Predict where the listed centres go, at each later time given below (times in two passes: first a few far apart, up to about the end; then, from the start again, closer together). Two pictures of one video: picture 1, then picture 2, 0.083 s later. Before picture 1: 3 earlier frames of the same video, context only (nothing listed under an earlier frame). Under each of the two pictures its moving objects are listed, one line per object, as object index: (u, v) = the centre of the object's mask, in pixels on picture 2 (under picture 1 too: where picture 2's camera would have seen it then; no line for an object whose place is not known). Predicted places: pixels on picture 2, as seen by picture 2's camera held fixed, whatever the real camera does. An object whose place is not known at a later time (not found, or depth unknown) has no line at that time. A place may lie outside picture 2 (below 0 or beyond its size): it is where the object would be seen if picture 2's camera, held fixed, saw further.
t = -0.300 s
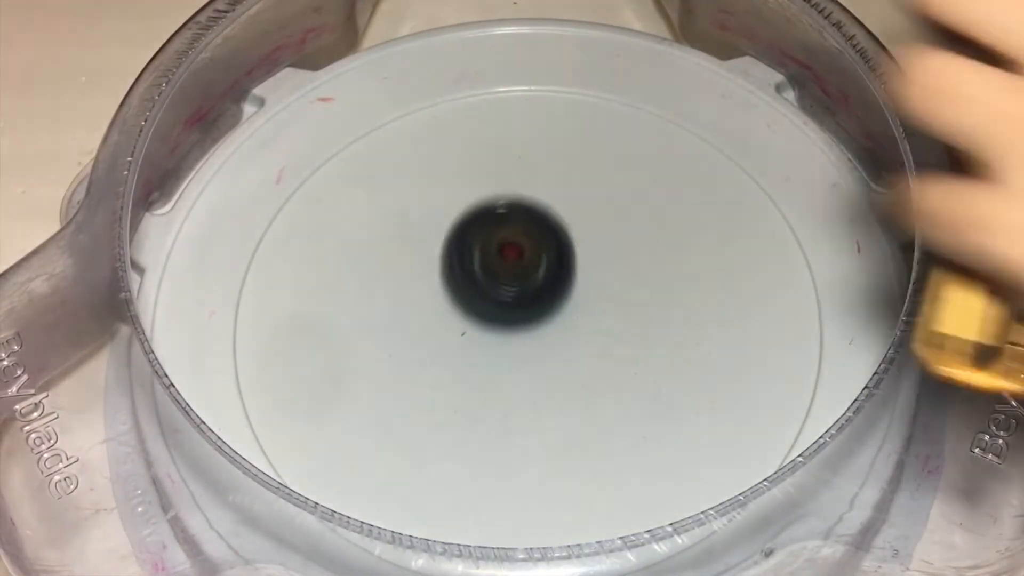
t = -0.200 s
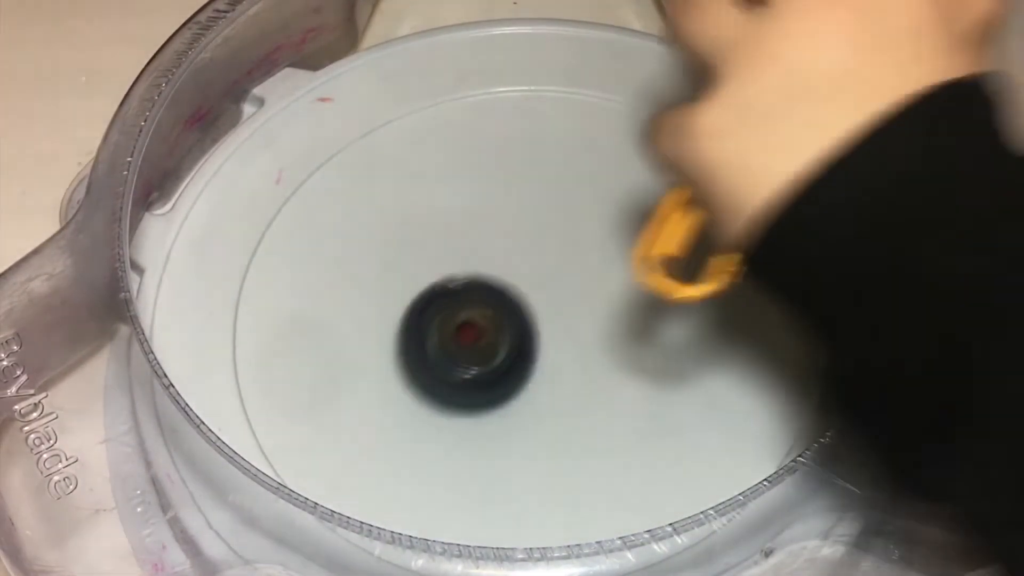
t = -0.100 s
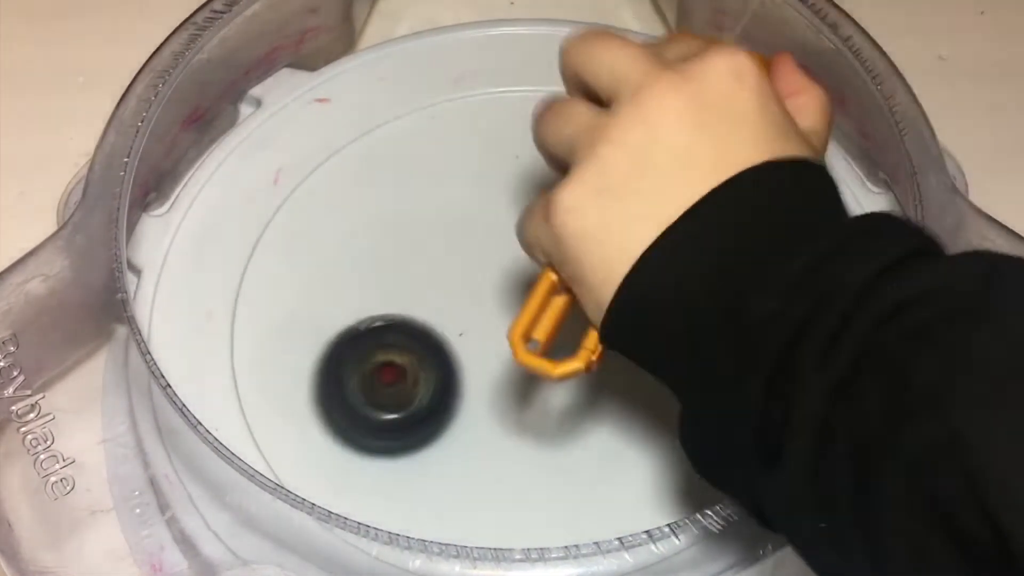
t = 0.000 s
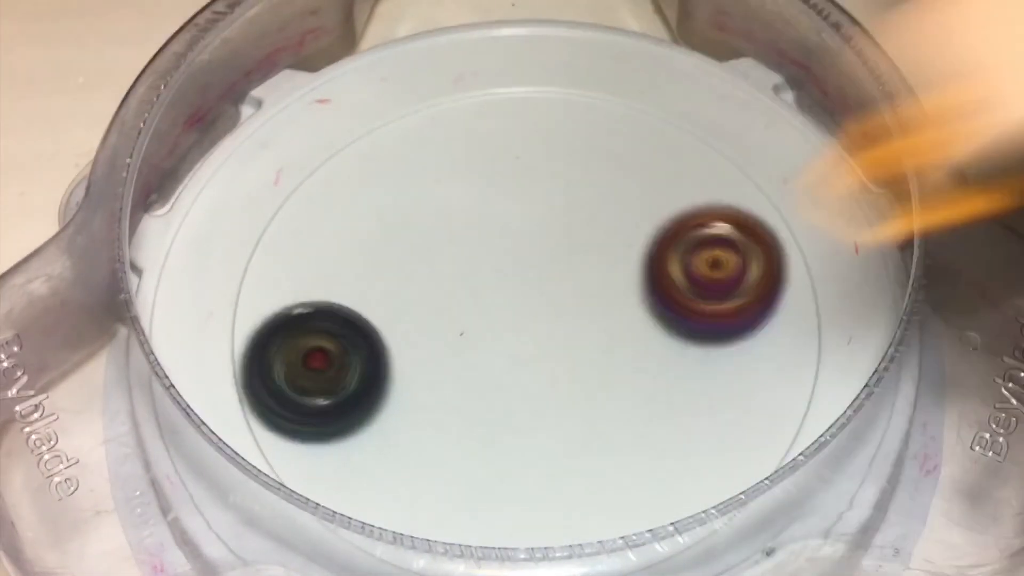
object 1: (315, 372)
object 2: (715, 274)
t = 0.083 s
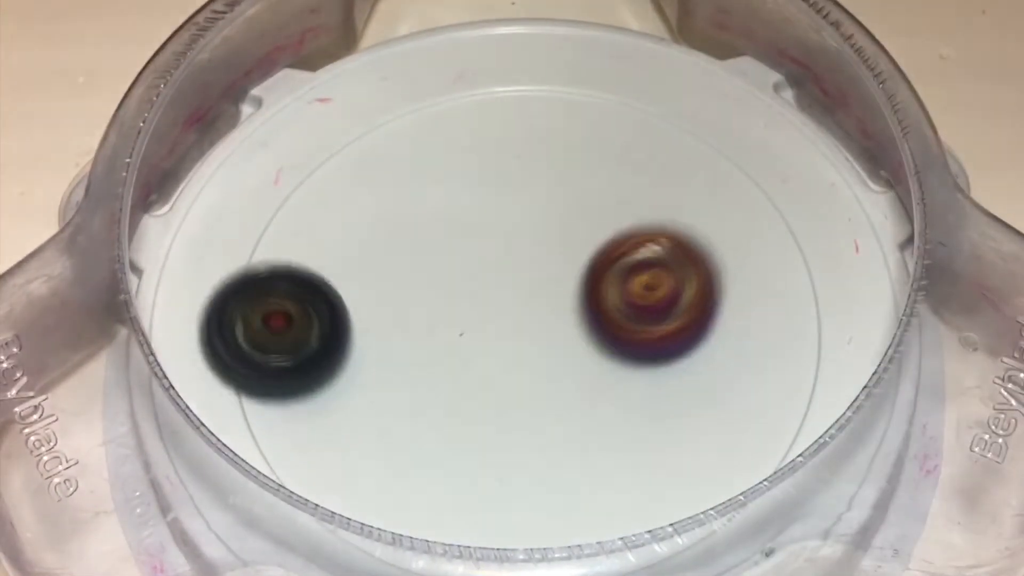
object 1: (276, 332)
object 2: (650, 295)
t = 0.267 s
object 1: (328, 229)
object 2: (500, 342)
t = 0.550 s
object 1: (567, 312)
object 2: (533, 432)
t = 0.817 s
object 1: (616, 417)
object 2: (778, 441)
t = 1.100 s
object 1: (452, 464)
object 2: (564, 180)
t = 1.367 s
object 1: (478, 321)
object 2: (197, 350)
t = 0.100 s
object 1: (272, 322)
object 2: (637, 303)
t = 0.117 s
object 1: (270, 311)
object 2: (624, 306)
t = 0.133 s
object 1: (270, 300)
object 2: (610, 310)
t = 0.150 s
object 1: (272, 290)
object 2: (595, 317)
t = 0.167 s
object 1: (275, 279)
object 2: (580, 321)
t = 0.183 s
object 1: (280, 268)
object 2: (564, 326)
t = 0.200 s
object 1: (286, 258)
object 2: (550, 329)
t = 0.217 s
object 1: (294, 249)
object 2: (536, 333)
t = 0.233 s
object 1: (304, 241)
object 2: (523, 336)
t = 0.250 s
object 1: (315, 235)
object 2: (511, 340)
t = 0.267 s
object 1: (328, 229)
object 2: (500, 342)
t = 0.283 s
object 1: (342, 225)
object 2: (492, 344)
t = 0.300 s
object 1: (357, 222)
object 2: (483, 349)
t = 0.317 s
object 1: (372, 220)
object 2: (477, 352)
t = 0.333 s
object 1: (387, 220)
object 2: (471, 356)
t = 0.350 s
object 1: (403, 221)
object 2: (468, 359)
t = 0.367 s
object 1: (419, 224)
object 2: (466, 363)
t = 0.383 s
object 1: (434, 228)
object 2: (465, 370)
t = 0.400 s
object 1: (450, 234)
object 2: (465, 375)
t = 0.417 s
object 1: (465, 240)
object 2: (467, 381)
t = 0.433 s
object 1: (480, 248)
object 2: (471, 385)
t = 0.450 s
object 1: (494, 257)
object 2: (476, 392)
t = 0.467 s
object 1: (507, 266)
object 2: (482, 398)
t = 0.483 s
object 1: (520, 276)
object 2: (490, 405)
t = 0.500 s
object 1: (533, 286)
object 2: (500, 411)
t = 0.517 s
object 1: (545, 295)
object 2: (511, 416)
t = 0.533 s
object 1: (555, 305)
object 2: (522, 425)
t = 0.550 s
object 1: (567, 312)
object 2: (533, 432)
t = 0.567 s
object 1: (577, 318)
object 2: (543, 442)
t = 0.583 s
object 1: (586, 325)
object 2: (556, 452)
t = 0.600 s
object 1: (594, 332)
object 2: (571, 459)
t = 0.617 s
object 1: (602, 339)
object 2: (587, 465)
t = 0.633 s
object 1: (608, 347)
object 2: (605, 469)
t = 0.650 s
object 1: (613, 353)
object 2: (622, 475)
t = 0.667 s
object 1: (617, 357)
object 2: (639, 477)
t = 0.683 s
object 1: (620, 363)
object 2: (660, 493)
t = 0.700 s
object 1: (622, 368)
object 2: (680, 495)
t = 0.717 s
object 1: (625, 374)
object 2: (699, 498)
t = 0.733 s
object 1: (626, 380)
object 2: (716, 490)
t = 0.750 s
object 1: (626, 386)
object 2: (731, 484)
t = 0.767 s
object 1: (624, 393)
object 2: (745, 475)
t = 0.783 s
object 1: (623, 401)
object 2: (757, 466)
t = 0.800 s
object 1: (620, 409)
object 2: (768, 455)
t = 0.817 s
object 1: (616, 417)
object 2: (778, 441)
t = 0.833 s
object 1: (612, 424)
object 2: (786, 427)
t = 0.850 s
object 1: (606, 432)
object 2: (791, 412)
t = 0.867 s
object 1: (600, 439)
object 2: (794, 395)
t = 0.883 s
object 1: (594, 446)
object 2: (795, 378)
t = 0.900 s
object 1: (587, 451)
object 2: (791, 359)
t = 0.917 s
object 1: (579, 458)
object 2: (784, 341)
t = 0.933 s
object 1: (570, 464)
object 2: (775, 322)
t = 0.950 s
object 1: (560, 469)
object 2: (763, 303)
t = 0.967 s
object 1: (549, 474)
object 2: (747, 284)
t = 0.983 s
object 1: (537, 477)
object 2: (730, 266)
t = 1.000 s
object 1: (525, 479)
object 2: (711, 249)
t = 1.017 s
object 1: (512, 480)
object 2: (689, 233)
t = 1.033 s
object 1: (499, 479)
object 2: (665, 219)
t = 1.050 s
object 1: (486, 477)
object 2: (642, 207)
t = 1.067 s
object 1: (474, 474)
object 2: (617, 196)
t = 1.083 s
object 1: (463, 469)
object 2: (590, 187)
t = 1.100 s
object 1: (452, 464)
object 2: (564, 180)
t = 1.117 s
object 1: (444, 457)
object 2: (538, 175)
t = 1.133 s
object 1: (436, 449)
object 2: (512, 171)
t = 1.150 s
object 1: (430, 441)
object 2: (486, 170)
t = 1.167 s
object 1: (426, 433)
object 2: (459, 171)
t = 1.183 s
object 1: (423, 424)
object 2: (432, 173)
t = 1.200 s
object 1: (422, 414)
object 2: (404, 179)
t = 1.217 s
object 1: (422, 404)
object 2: (377, 186)
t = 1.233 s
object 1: (423, 394)
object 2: (349, 196)
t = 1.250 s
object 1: (426, 383)
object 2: (323, 207)
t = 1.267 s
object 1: (429, 373)
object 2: (297, 221)
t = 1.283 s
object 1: (435, 364)
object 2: (272, 237)
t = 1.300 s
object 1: (441, 354)
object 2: (250, 256)
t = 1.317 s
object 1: (449, 344)
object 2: (232, 277)
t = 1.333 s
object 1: (457, 336)
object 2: (216, 300)
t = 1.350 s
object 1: (467, 328)
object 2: (209, 321)
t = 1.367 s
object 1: (478, 321)
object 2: (197, 350)
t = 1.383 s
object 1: (489, 315)
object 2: (187, 382)
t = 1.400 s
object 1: (502, 310)
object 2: (184, 409)
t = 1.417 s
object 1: (515, 306)
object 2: (181, 442)
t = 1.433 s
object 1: (528, 303)
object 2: (182, 472)
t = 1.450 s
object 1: (541, 301)
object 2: (193, 491)
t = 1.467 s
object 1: (555, 301)
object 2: (208, 512)
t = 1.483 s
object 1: (569, 301)
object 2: (227, 527)
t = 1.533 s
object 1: (607, 308)
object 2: (254, 519)
